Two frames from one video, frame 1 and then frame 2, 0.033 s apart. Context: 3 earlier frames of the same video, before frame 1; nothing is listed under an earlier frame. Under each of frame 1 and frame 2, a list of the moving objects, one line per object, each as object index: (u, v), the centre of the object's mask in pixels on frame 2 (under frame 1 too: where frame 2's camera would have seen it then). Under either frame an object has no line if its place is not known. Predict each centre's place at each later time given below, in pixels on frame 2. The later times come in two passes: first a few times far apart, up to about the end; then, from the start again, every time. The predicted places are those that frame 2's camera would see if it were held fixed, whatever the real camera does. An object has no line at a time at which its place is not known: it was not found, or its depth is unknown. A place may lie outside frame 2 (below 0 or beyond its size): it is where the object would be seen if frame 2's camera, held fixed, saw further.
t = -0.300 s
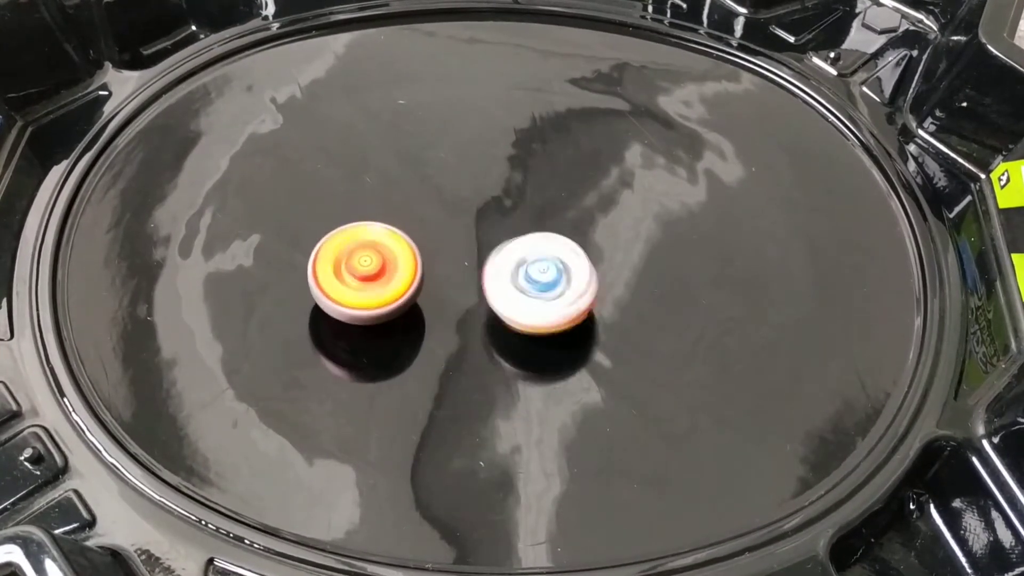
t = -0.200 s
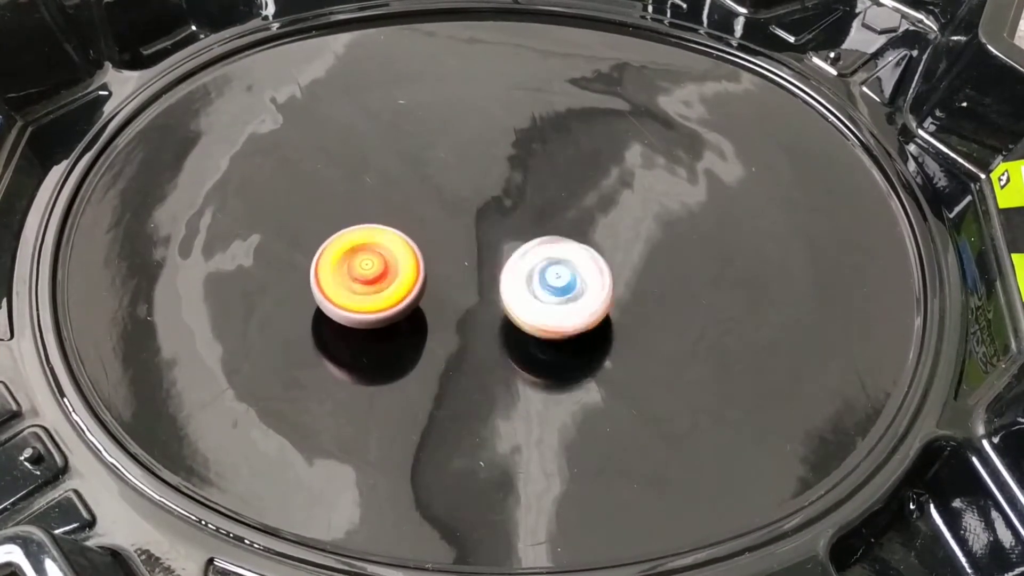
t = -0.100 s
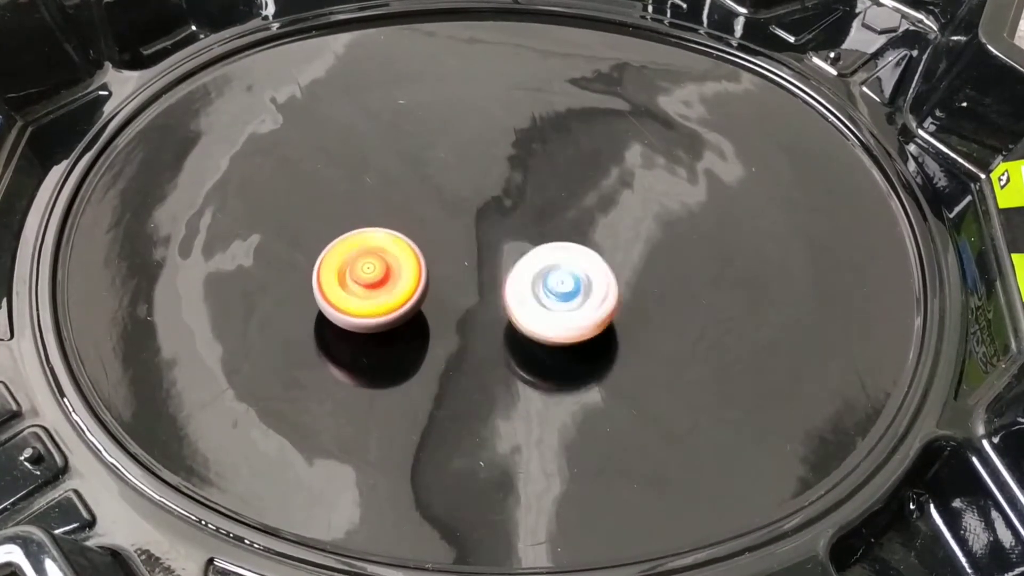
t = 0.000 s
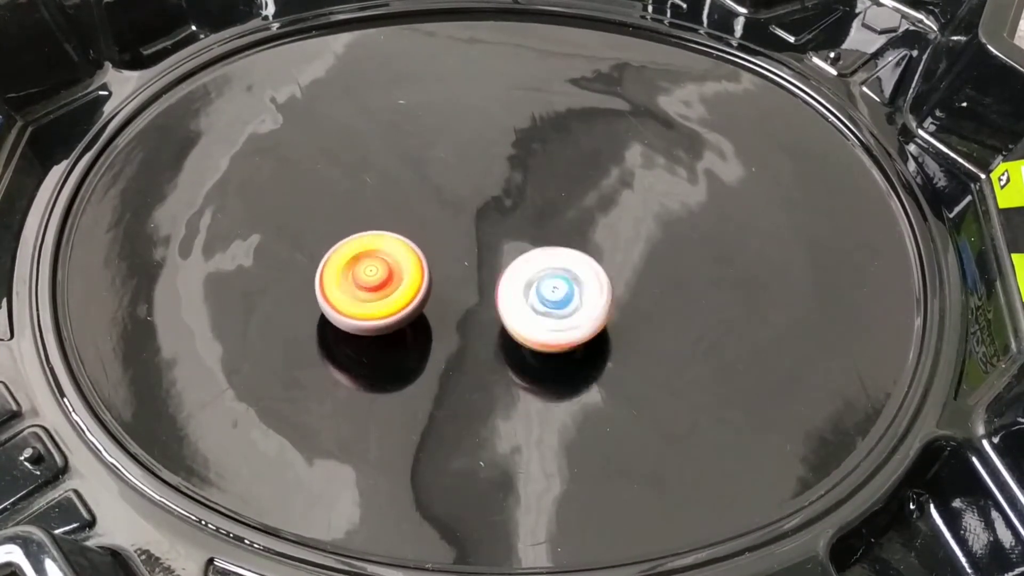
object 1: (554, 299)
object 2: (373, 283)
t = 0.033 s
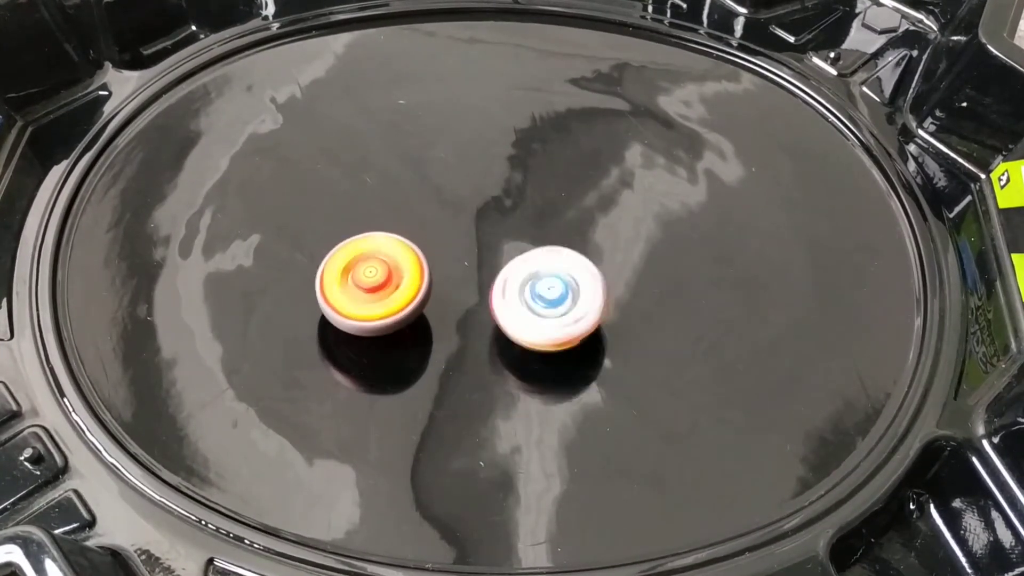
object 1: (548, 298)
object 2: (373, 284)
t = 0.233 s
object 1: (513, 279)
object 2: (379, 289)
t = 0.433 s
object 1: (507, 249)
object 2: (385, 294)
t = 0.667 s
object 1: (526, 230)
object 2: (393, 300)
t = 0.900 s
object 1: (552, 245)
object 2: (401, 305)
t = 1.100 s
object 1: (545, 279)
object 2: (408, 308)
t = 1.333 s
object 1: (526, 296)
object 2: (402, 298)
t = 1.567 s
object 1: (546, 283)
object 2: (412, 304)
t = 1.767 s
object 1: (550, 268)
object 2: (408, 300)
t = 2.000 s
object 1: (552, 250)
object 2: (422, 299)
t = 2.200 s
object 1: (545, 246)
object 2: (421, 308)
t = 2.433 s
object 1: (526, 251)
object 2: (422, 301)
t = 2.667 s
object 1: (575, 239)
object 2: (419, 302)
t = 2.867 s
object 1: (578, 271)
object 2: (448, 284)
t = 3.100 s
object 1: (540, 286)
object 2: (431, 242)
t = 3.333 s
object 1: (540, 274)
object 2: (420, 247)
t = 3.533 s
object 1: (543, 278)
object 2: (419, 274)
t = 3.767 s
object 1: (534, 280)
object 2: (409, 278)
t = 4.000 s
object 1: (544, 278)
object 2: (420, 267)
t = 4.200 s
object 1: (545, 271)
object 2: (431, 270)
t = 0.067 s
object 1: (543, 297)
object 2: (374, 285)
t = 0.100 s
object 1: (537, 295)
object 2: (375, 286)
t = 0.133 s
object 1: (531, 292)
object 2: (376, 286)
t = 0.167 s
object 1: (524, 289)
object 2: (377, 287)
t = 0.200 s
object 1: (518, 285)
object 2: (378, 288)
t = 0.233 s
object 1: (513, 279)
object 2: (379, 289)
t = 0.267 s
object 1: (512, 273)
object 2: (379, 290)
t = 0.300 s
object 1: (510, 267)
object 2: (380, 291)
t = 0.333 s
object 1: (509, 263)
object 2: (381, 292)
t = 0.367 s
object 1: (508, 259)
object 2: (382, 292)
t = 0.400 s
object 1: (507, 254)
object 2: (384, 294)
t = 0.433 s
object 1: (507, 249)
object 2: (385, 294)
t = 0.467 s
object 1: (508, 244)
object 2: (386, 295)
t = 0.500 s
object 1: (510, 241)
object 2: (387, 296)
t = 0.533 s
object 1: (513, 238)
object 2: (388, 296)
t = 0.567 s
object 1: (516, 235)
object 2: (390, 297)
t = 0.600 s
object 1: (519, 233)
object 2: (391, 298)
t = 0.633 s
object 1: (522, 231)
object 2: (392, 299)
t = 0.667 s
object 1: (526, 230)
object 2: (393, 300)
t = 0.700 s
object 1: (530, 230)
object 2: (394, 300)
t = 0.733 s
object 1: (533, 229)
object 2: (395, 301)
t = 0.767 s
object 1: (538, 231)
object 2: (396, 302)
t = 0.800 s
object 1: (542, 234)
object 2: (397, 303)
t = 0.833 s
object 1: (545, 236)
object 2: (398, 303)
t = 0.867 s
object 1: (549, 240)
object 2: (399, 304)
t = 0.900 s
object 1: (552, 245)
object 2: (401, 305)
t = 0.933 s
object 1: (551, 247)
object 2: (402, 305)
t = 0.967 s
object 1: (552, 252)
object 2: (403, 306)
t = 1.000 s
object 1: (554, 259)
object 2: (404, 307)
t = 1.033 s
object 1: (554, 264)
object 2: (405, 307)
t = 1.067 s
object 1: (550, 272)
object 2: (407, 308)
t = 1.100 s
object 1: (545, 279)
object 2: (408, 308)
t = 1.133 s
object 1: (539, 284)
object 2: (410, 308)
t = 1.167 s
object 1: (530, 289)
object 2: (411, 308)
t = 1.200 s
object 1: (527, 291)
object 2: (408, 308)
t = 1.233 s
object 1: (526, 294)
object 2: (404, 306)
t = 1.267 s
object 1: (523, 296)
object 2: (406, 302)
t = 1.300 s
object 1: (525, 297)
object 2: (402, 300)
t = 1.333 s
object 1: (526, 296)
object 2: (402, 298)
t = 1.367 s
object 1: (526, 295)
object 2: (407, 297)
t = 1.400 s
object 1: (527, 293)
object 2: (410, 298)
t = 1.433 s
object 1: (532, 290)
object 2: (409, 297)
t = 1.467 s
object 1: (535, 288)
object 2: (411, 297)
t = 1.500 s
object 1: (540, 286)
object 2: (413, 299)
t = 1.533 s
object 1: (543, 284)
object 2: (414, 302)
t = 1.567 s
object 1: (546, 283)
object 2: (412, 304)
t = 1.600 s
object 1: (547, 283)
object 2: (409, 305)
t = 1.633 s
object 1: (550, 280)
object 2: (407, 304)
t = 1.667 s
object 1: (551, 277)
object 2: (405, 303)
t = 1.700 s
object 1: (551, 275)
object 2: (406, 302)
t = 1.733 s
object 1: (550, 271)
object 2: (407, 301)
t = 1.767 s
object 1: (550, 268)
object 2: (408, 300)
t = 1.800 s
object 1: (550, 265)
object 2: (409, 298)
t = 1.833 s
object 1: (550, 262)
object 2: (411, 297)
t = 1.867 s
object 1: (551, 258)
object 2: (413, 296)
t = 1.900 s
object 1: (552, 255)
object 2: (416, 297)
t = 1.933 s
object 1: (552, 252)
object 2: (419, 297)
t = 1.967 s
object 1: (553, 251)
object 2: (421, 298)
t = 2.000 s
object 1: (552, 250)
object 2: (422, 299)
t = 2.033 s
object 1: (551, 248)
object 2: (423, 300)
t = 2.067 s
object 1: (551, 247)
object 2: (425, 302)
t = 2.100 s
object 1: (550, 247)
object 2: (425, 304)
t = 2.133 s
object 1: (548, 247)
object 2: (425, 306)
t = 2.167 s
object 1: (547, 246)
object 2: (424, 307)
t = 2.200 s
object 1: (545, 246)
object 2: (421, 308)
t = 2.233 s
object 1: (543, 246)
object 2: (419, 308)
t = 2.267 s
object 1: (541, 247)
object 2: (417, 307)
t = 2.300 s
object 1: (538, 247)
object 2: (416, 306)
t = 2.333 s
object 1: (535, 248)
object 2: (417, 305)
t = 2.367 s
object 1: (532, 248)
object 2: (418, 303)
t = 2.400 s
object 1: (529, 249)
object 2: (419, 301)
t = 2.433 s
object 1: (526, 251)
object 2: (422, 301)
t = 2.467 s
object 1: (523, 252)
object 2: (423, 300)
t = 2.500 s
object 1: (532, 246)
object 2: (413, 302)
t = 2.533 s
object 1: (541, 243)
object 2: (406, 305)
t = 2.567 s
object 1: (549, 239)
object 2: (405, 305)
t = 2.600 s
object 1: (557, 237)
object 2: (408, 304)
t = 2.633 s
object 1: (566, 237)
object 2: (414, 304)
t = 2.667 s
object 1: (575, 239)
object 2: (419, 302)
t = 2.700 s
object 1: (582, 242)
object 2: (425, 301)
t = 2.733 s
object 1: (587, 247)
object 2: (429, 301)
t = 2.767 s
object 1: (590, 252)
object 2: (434, 297)
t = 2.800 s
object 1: (589, 259)
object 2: (440, 294)
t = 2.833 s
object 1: (584, 266)
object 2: (443, 290)
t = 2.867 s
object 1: (578, 271)
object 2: (448, 284)
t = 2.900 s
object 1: (569, 275)
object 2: (454, 280)
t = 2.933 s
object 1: (566, 279)
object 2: (453, 273)
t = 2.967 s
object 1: (563, 282)
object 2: (447, 269)
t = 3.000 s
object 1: (559, 284)
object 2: (441, 260)
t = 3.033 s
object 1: (553, 286)
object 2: (436, 254)
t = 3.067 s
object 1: (548, 287)
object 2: (432, 246)
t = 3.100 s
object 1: (540, 286)
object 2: (431, 242)
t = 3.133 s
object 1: (533, 284)
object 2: (432, 240)
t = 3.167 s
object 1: (530, 282)
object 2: (429, 237)
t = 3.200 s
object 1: (532, 279)
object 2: (426, 236)
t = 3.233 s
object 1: (534, 278)
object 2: (424, 235)
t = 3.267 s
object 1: (537, 275)
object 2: (424, 238)
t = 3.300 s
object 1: (539, 275)
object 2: (422, 244)
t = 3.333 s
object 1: (540, 274)
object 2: (420, 247)
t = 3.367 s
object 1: (543, 273)
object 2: (419, 251)
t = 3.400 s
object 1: (545, 273)
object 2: (419, 255)
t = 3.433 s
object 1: (545, 275)
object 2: (419, 261)
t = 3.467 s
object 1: (546, 276)
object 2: (420, 266)
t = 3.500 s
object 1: (545, 277)
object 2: (419, 270)
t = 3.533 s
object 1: (543, 278)
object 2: (419, 274)
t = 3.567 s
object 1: (542, 279)
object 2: (419, 277)
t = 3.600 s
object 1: (540, 278)
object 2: (418, 279)
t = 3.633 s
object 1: (537, 278)
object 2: (419, 280)
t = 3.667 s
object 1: (535, 279)
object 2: (419, 282)
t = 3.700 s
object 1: (533, 280)
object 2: (416, 281)
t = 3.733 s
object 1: (531, 280)
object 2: (416, 280)
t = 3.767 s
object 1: (534, 280)
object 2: (409, 278)
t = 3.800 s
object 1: (538, 279)
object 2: (404, 278)
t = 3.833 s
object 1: (541, 280)
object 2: (402, 277)
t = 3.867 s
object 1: (542, 280)
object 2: (402, 272)
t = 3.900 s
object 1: (542, 281)
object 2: (404, 270)
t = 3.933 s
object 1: (543, 279)
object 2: (409, 268)
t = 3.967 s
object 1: (543, 279)
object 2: (415, 268)
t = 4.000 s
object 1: (544, 278)
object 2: (420, 267)
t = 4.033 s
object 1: (543, 278)
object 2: (424, 267)
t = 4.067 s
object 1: (542, 277)
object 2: (427, 266)
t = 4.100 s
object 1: (541, 276)
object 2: (428, 266)
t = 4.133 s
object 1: (542, 274)
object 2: (427, 266)
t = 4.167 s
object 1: (543, 272)
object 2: (428, 268)
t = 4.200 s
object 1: (545, 271)
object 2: (431, 270)
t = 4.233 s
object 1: (548, 266)
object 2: (429, 274)
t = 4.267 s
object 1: (552, 261)
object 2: (427, 281)
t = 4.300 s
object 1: (556, 257)
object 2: (426, 285)
